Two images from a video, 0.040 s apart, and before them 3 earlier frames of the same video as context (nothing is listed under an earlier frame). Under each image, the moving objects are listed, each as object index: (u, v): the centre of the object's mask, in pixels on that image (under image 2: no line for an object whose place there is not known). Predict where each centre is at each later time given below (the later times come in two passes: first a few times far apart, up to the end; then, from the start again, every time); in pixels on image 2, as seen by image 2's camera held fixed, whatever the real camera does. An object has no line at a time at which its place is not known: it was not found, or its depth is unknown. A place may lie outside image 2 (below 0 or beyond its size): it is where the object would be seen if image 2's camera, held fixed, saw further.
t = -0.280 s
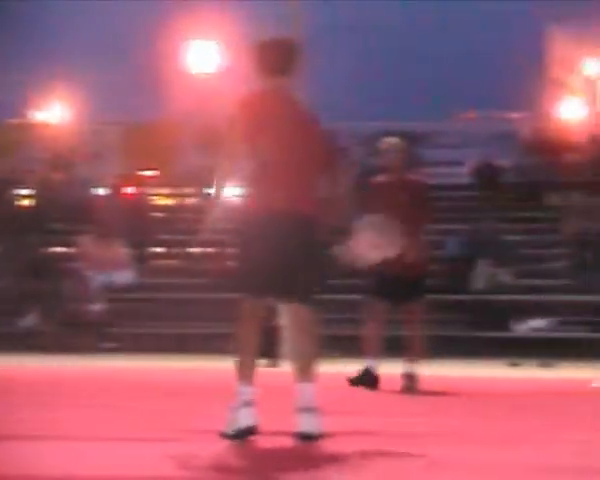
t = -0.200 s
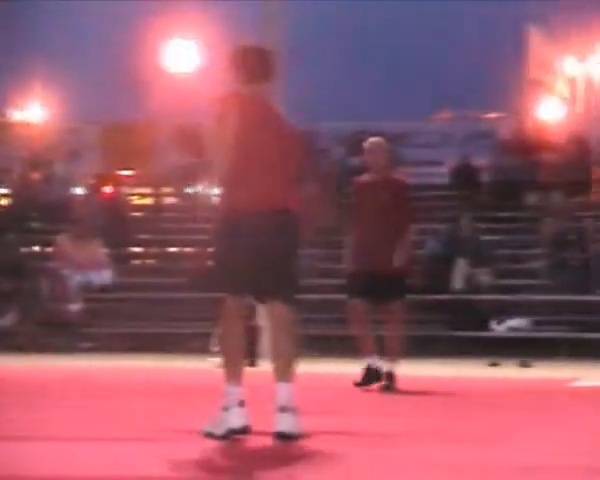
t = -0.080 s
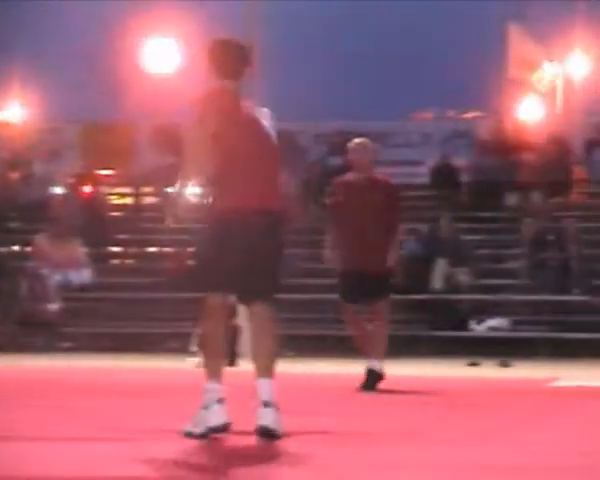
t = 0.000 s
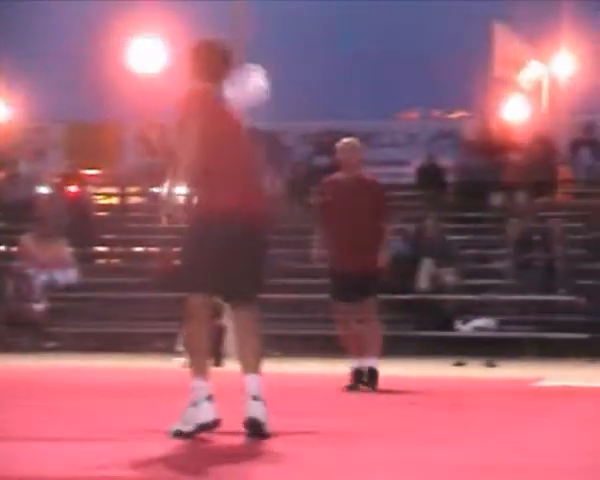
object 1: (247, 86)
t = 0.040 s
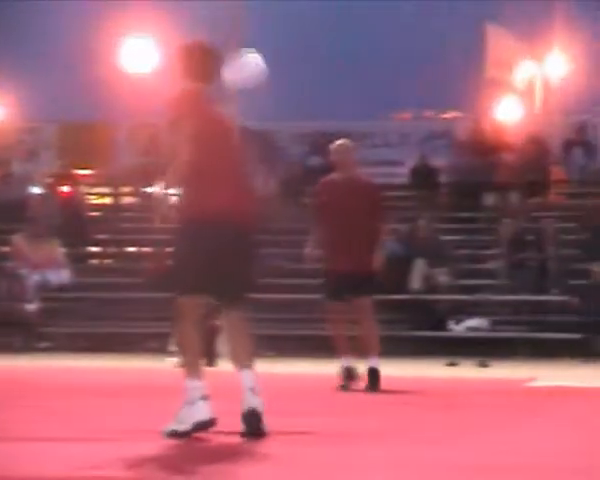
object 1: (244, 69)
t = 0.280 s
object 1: (263, 21)
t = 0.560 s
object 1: (277, 34)
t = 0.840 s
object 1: (279, 101)
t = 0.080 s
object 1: (247, 55)
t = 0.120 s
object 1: (251, 43)
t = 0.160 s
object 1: (255, 34)
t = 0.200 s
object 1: (258, 28)
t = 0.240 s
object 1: (260, 23)
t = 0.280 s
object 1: (263, 21)
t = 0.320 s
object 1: (266, 19)
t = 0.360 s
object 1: (268, 18)
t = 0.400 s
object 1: (271, 19)
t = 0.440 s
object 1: (272, 21)
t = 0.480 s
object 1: (274, 25)
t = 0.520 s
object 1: (275, 29)
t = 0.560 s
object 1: (277, 34)
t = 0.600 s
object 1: (278, 41)
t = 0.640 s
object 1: (279, 49)
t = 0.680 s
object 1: (280, 58)
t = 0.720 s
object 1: (280, 67)
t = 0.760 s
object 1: (280, 77)
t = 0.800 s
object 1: (280, 88)
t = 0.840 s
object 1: (279, 101)
